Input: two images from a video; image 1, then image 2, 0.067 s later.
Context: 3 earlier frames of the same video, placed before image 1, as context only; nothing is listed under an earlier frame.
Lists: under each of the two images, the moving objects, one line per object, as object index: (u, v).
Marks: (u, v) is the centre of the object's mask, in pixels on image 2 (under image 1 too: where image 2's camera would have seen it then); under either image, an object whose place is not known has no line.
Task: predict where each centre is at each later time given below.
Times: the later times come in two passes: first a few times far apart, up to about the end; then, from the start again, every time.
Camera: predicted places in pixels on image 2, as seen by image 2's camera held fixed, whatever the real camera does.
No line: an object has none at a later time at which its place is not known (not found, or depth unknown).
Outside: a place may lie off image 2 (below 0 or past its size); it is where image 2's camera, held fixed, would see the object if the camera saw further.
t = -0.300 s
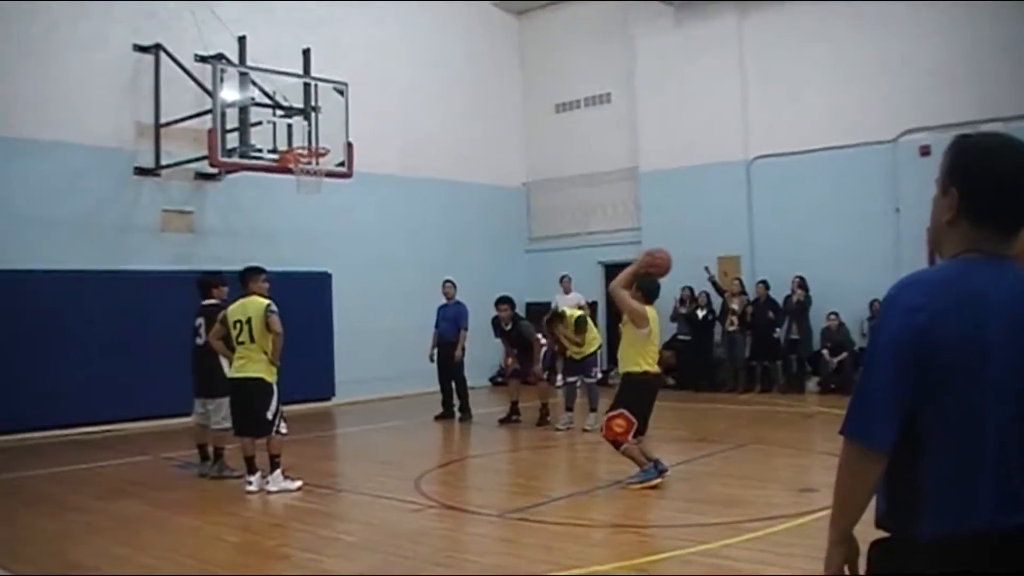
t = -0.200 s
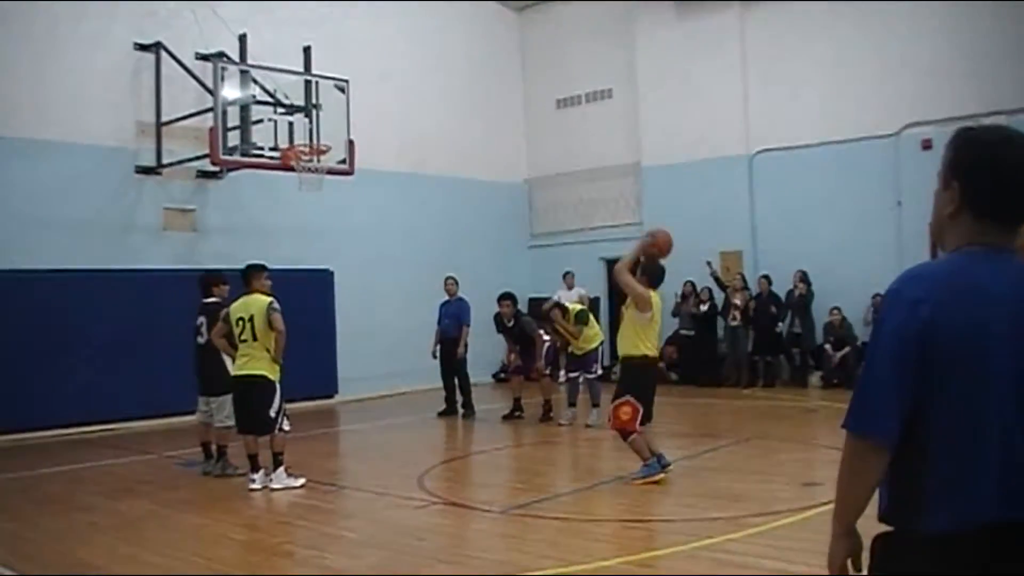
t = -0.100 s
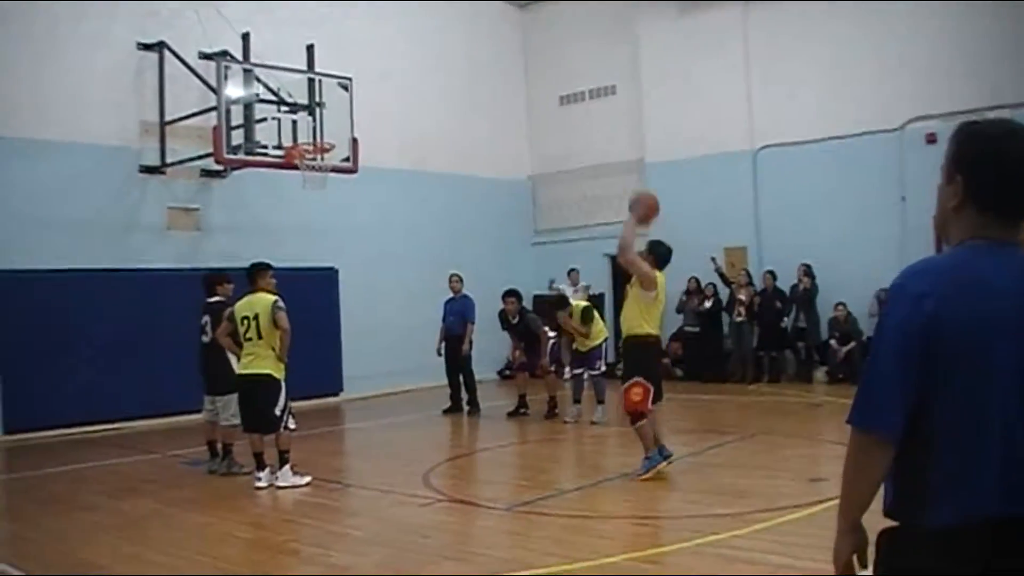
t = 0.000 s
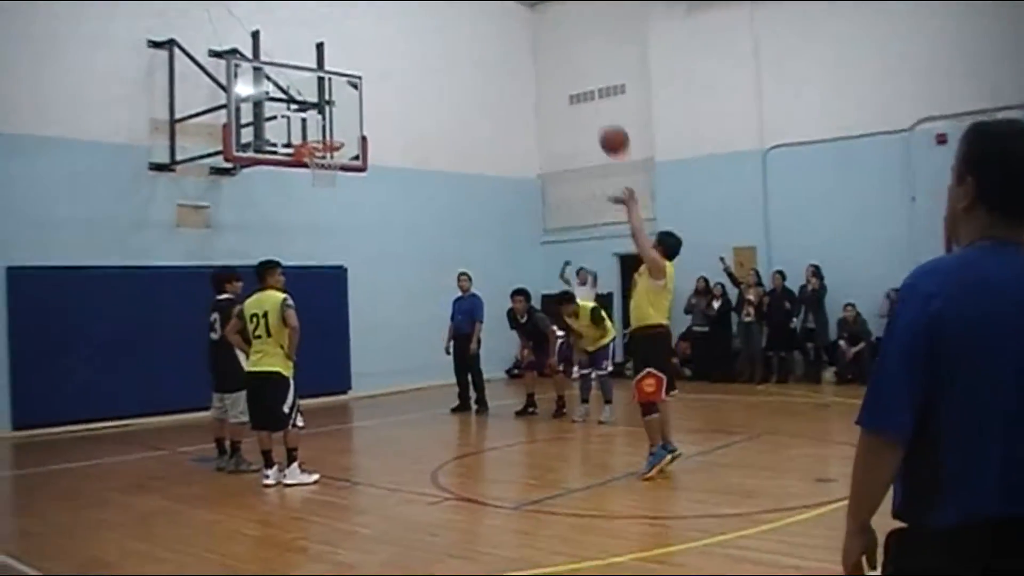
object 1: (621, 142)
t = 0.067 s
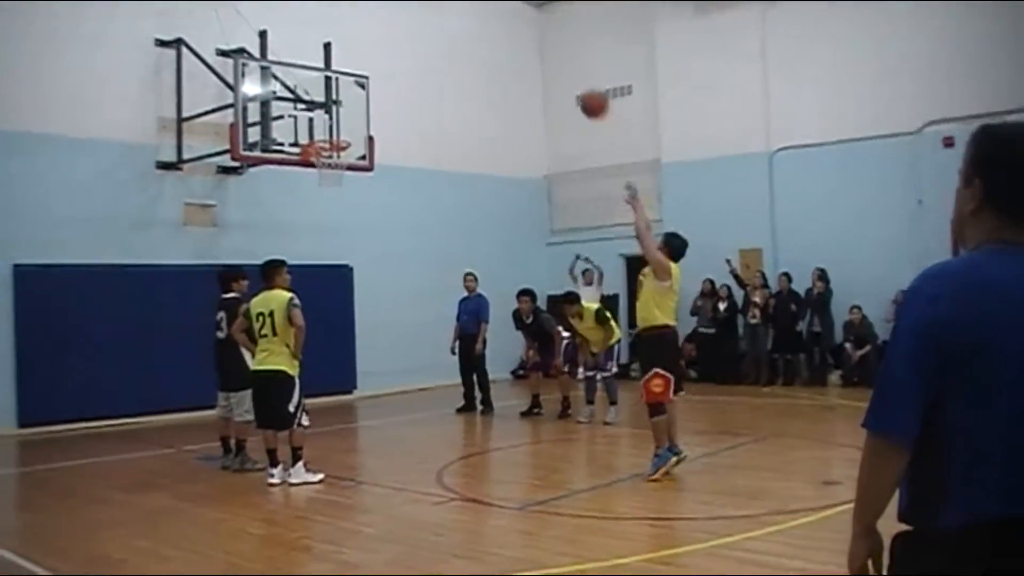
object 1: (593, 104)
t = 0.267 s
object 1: (522, 32)
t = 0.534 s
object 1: (444, 14)
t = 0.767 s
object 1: (389, 55)
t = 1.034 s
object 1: (336, 141)
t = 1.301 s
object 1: (334, 133)
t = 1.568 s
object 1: (343, 133)
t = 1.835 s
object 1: (328, 152)
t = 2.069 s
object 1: (317, 183)
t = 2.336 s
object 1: (319, 259)
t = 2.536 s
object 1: (323, 362)
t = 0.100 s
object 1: (581, 88)
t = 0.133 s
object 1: (569, 74)
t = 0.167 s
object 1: (556, 60)
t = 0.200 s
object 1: (544, 49)
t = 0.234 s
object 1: (533, 40)
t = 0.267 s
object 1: (522, 32)
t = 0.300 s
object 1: (511, 25)
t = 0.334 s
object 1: (501, 20)
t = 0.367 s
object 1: (491, 16)
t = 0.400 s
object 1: (481, 14)
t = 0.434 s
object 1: (472, 13)
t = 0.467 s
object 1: (462, 12)
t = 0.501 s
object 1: (453, 12)
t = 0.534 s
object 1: (444, 14)
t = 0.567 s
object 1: (436, 17)
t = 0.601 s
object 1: (428, 21)
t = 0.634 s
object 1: (419, 26)
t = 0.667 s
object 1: (411, 32)
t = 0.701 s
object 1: (404, 39)
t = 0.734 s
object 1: (396, 47)
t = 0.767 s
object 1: (389, 55)
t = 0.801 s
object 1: (381, 65)
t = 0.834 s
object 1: (374, 75)
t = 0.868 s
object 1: (367, 87)
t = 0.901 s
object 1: (361, 98)
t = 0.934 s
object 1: (354, 111)
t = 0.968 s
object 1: (348, 125)
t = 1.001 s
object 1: (341, 138)
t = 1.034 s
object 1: (336, 141)
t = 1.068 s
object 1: (332, 144)
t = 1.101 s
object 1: (330, 145)
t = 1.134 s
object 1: (322, 141)
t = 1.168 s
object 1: (322, 139)
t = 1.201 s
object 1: (322, 139)
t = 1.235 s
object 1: (325, 135)
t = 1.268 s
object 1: (330, 135)
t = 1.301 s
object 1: (334, 133)
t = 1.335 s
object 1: (337, 131)
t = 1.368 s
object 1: (338, 131)
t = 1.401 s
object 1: (340, 131)
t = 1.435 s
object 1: (342, 131)
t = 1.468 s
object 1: (343, 132)
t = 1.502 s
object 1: (343, 132)
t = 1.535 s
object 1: (343, 132)
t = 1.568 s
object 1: (343, 133)
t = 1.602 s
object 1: (342, 133)
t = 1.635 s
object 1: (342, 136)
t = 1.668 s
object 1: (340, 139)
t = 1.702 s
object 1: (339, 140)
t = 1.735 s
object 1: (336, 142)
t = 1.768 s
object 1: (334, 144)
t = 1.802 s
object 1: (334, 146)
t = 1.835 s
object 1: (328, 152)
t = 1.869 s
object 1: (323, 156)
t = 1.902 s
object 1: (320, 160)
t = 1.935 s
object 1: (318, 168)
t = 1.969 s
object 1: (317, 170)
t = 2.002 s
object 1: (317, 172)
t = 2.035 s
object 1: (317, 175)
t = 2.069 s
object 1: (317, 183)
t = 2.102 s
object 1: (317, 188)
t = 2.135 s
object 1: (317, 196)
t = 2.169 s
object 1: (317, 204)
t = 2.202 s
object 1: (318, 213)
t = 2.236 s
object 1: (318, 223)
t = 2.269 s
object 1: (319, 235)
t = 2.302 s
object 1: (319, 247)
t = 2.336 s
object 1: (319, 259)
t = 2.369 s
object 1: (319, 274)
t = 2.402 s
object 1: (320, 289)
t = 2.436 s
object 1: (321, 305)
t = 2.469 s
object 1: (322, 323)
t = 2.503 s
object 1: (323, 343)
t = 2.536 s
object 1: (323, 362)
